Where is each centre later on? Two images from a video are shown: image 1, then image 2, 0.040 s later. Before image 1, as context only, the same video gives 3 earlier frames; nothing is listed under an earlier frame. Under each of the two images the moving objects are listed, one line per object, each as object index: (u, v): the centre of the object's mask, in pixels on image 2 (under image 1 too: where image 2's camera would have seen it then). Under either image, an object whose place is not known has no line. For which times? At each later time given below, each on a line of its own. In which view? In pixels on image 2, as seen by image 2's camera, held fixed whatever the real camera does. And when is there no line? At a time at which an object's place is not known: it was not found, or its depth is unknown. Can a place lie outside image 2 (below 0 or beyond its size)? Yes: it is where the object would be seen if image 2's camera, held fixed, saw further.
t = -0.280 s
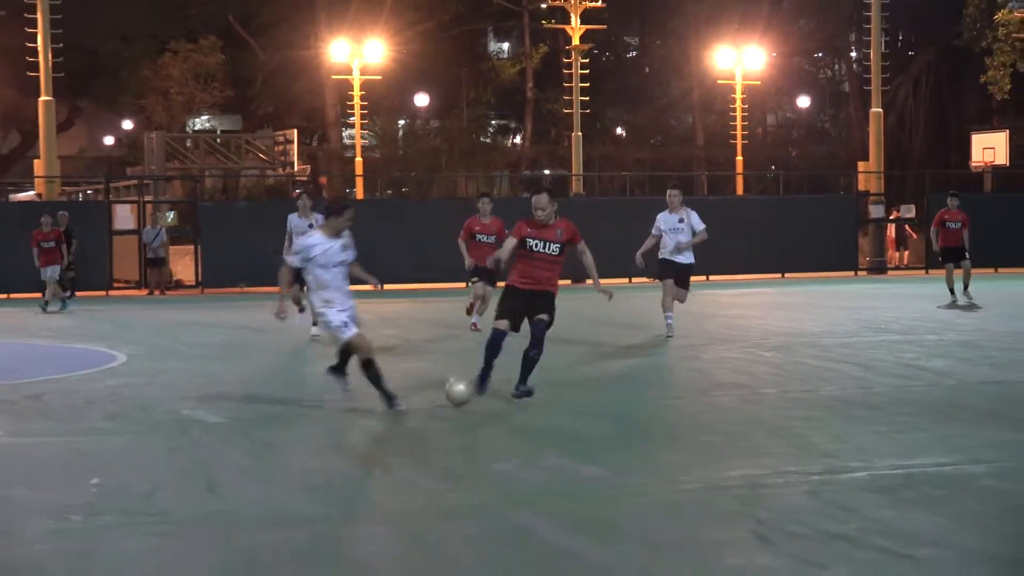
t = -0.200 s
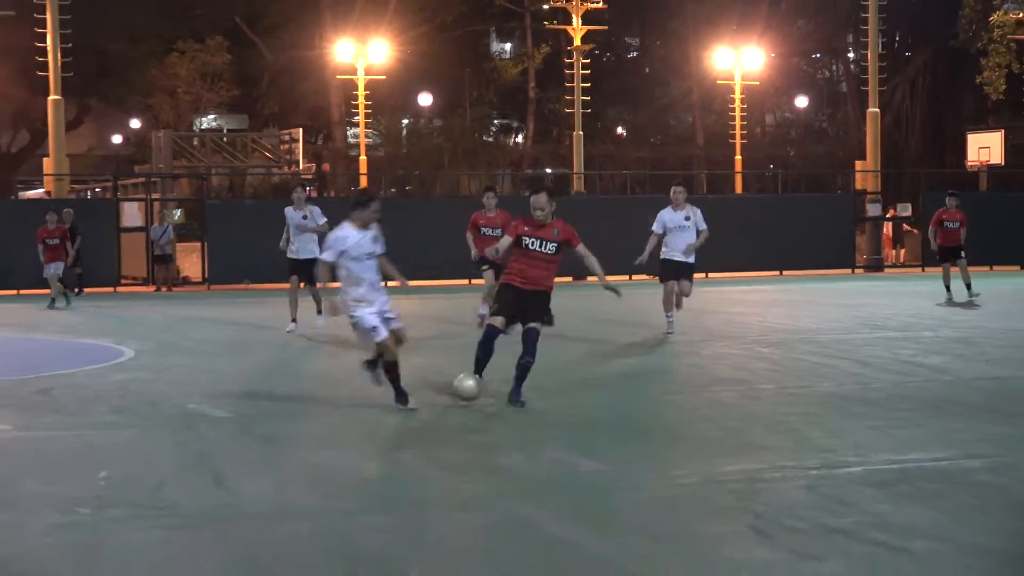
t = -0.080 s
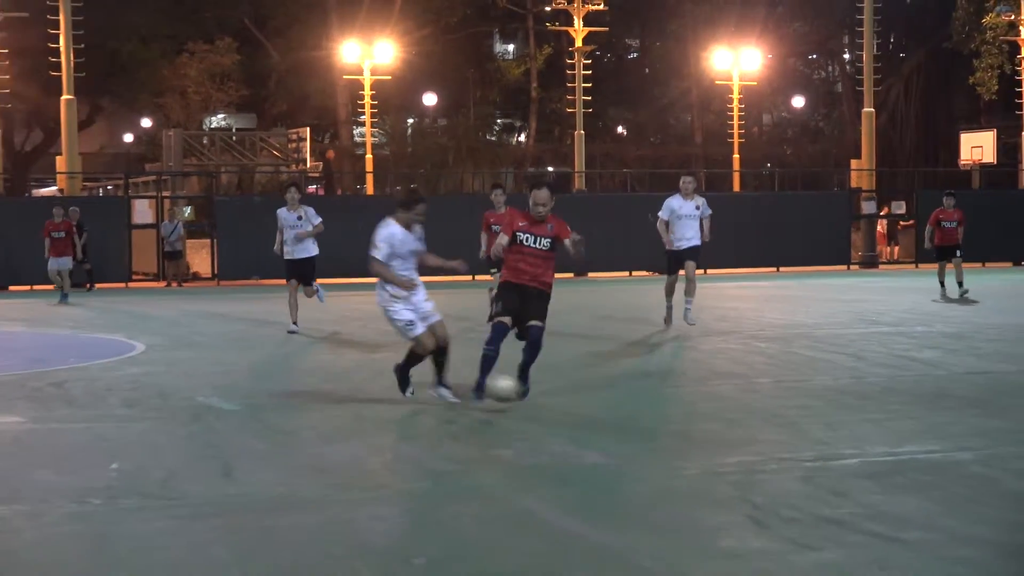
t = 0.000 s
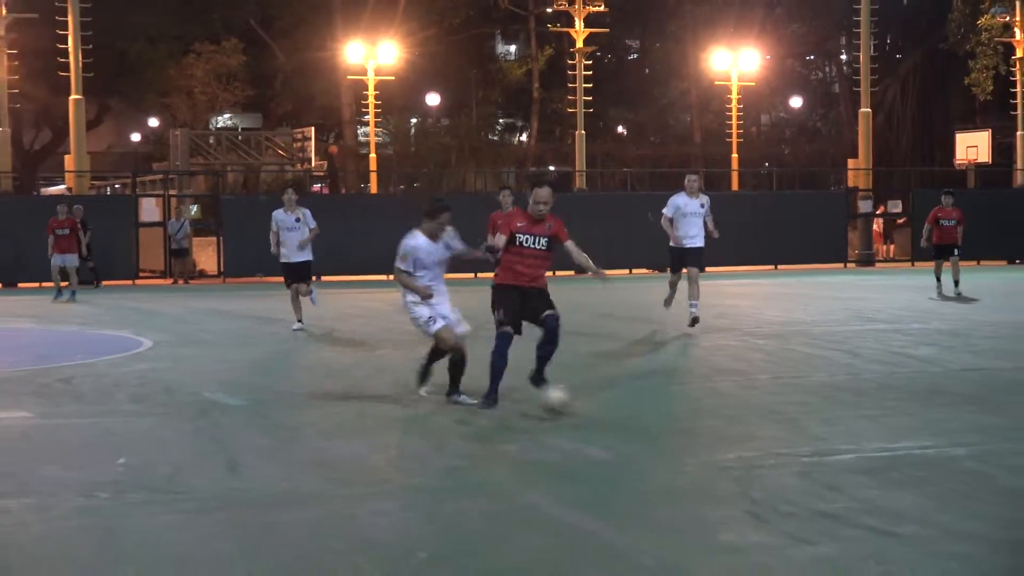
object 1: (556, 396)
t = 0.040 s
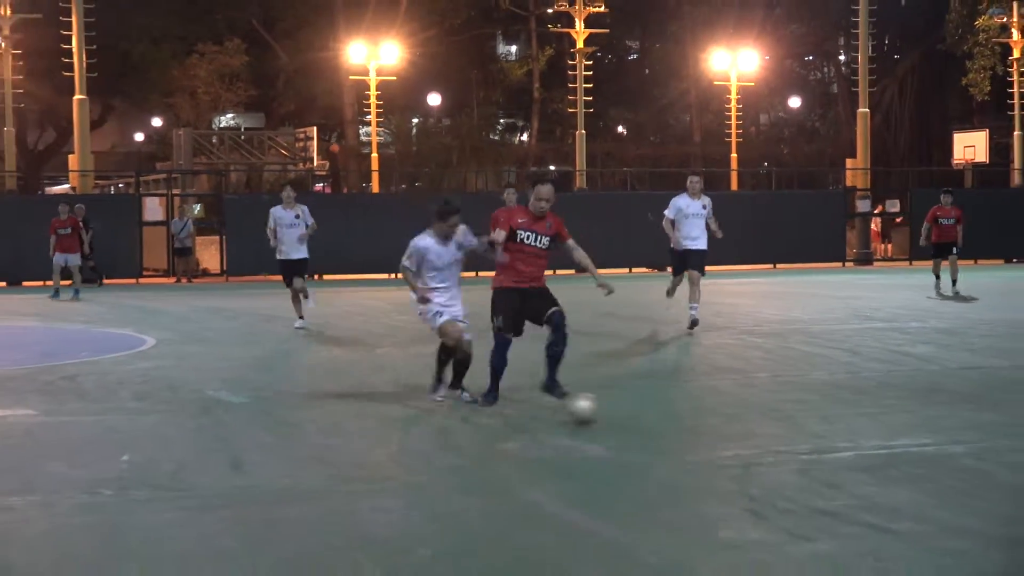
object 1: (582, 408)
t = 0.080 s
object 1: (604, 408)
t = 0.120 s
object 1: (627, 411)
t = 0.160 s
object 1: (651, 416)
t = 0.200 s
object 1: (678, 424)
